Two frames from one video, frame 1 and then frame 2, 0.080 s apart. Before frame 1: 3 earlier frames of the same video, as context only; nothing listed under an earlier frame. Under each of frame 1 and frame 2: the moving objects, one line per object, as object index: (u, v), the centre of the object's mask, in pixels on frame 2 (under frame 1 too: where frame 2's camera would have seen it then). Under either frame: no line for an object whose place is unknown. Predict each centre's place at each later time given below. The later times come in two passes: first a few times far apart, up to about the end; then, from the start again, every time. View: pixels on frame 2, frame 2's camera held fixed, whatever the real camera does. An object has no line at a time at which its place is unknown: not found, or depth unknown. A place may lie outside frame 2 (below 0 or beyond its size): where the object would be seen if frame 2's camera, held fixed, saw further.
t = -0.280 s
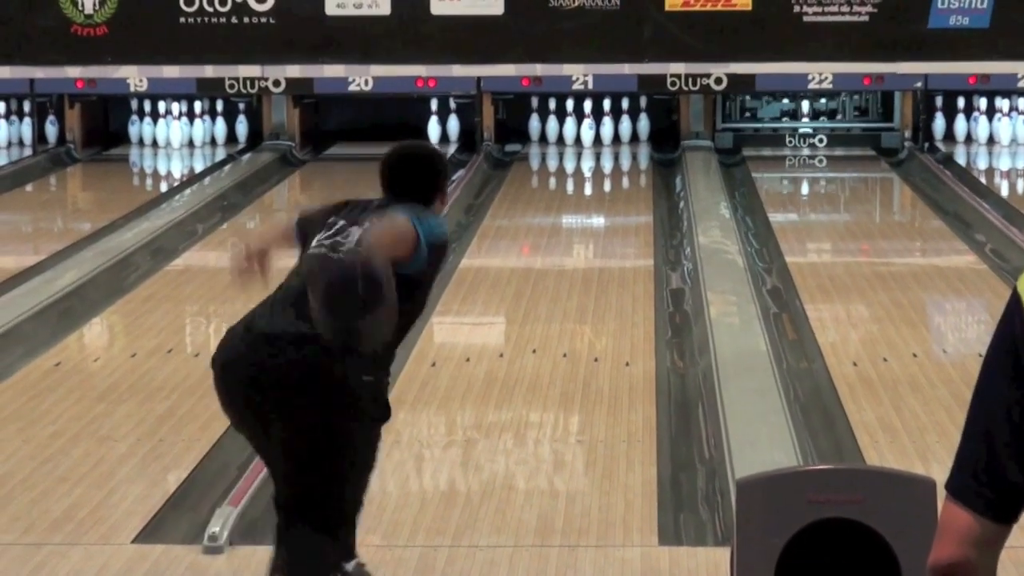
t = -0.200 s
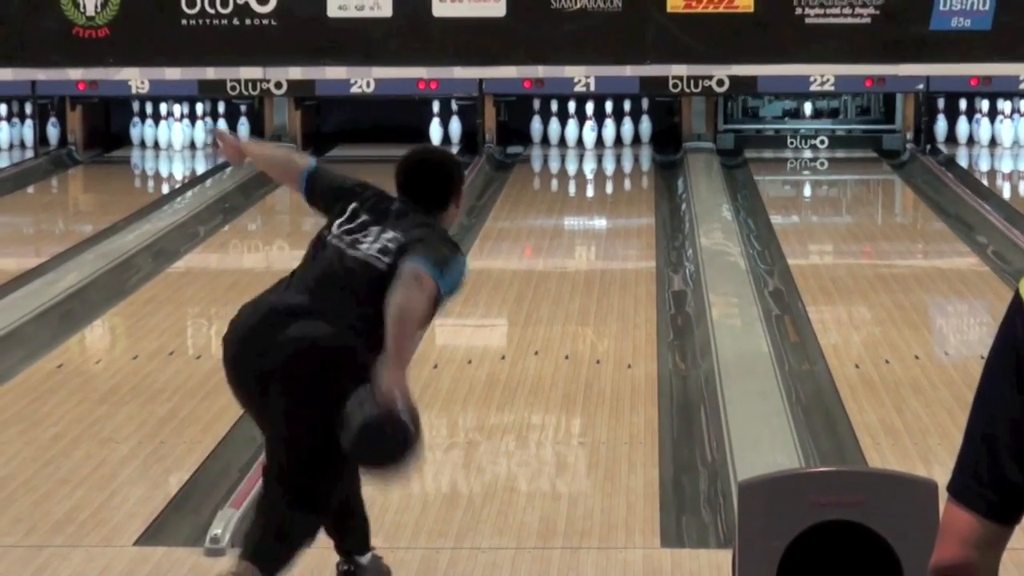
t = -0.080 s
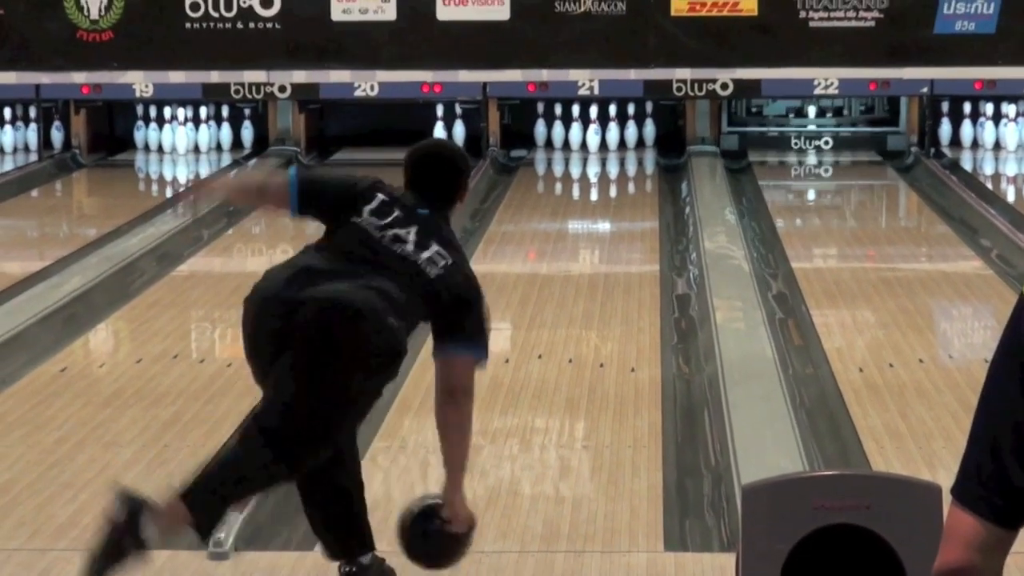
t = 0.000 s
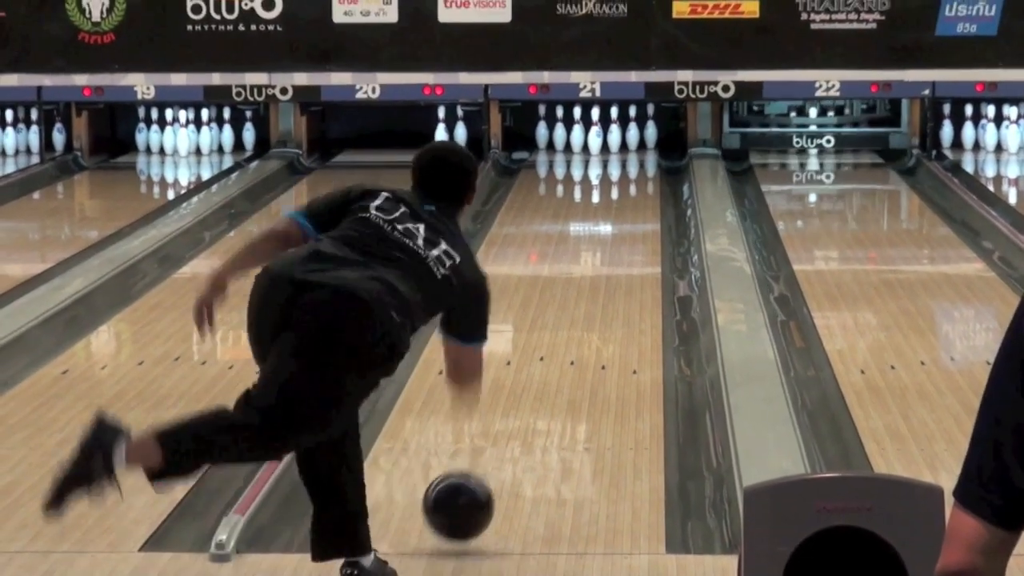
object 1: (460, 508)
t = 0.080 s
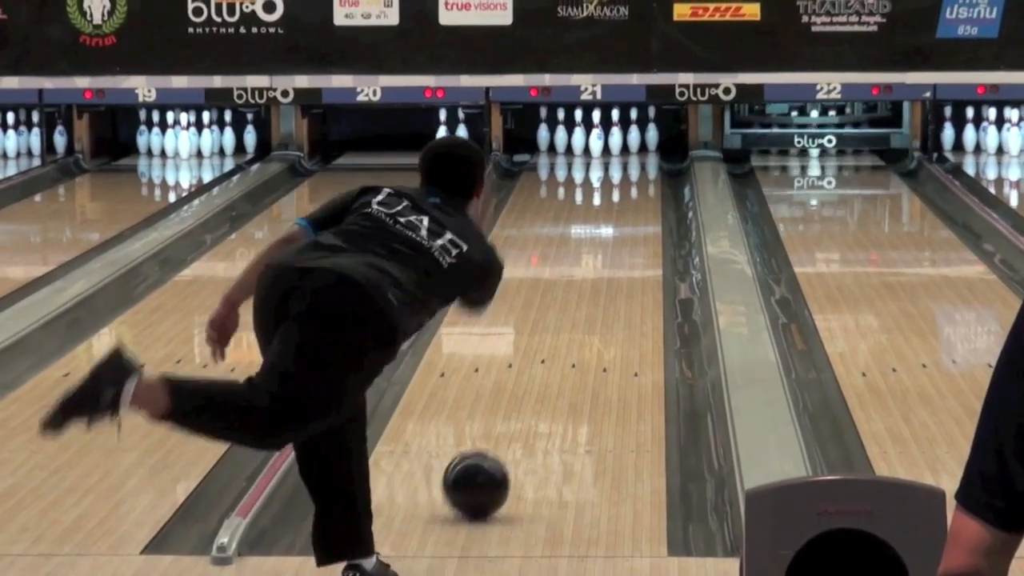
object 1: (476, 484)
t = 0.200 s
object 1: (496, 442)
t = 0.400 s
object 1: (525, 383)
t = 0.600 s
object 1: (539, 343)
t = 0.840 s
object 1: (567, 292)
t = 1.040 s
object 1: (580, 262)
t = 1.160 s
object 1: (587, 246)
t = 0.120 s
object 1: (483, 469)
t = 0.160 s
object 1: (490, 455)
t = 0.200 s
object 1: (496, 442)
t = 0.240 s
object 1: (502, 428)
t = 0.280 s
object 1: (509, 416)
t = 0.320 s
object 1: (514, 404)
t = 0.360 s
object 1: (520, 393)
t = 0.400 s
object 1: (525, 383)
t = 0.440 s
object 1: (530, 372)
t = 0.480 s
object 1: (534, 363)
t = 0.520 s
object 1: (538, 354)
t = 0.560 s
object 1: (543, 345)
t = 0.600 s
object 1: (539, 343)
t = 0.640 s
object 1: (555, 327)
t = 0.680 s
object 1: (555, 320)
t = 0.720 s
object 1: (558, 313)
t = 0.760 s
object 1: (561, 306)
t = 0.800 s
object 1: (564, 298)
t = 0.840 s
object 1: (567, 292)
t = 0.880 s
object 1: (570, 285)
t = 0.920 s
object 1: (573, 279)
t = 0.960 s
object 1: (576, 273)
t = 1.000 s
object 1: (578, 267)
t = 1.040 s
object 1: (580, 262)
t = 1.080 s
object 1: (583, 256)
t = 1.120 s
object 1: (585, 251)
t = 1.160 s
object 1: (587, 246)
